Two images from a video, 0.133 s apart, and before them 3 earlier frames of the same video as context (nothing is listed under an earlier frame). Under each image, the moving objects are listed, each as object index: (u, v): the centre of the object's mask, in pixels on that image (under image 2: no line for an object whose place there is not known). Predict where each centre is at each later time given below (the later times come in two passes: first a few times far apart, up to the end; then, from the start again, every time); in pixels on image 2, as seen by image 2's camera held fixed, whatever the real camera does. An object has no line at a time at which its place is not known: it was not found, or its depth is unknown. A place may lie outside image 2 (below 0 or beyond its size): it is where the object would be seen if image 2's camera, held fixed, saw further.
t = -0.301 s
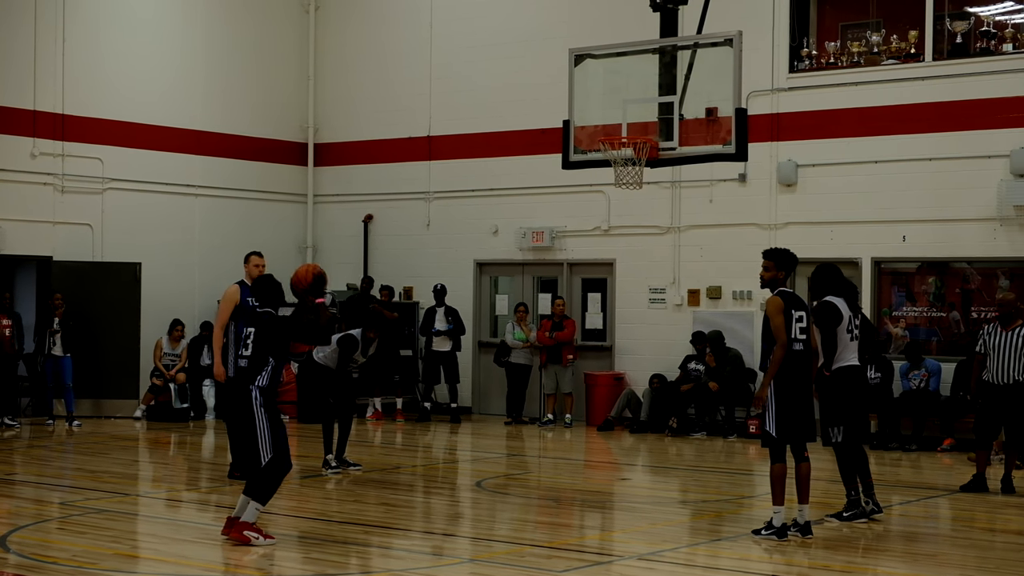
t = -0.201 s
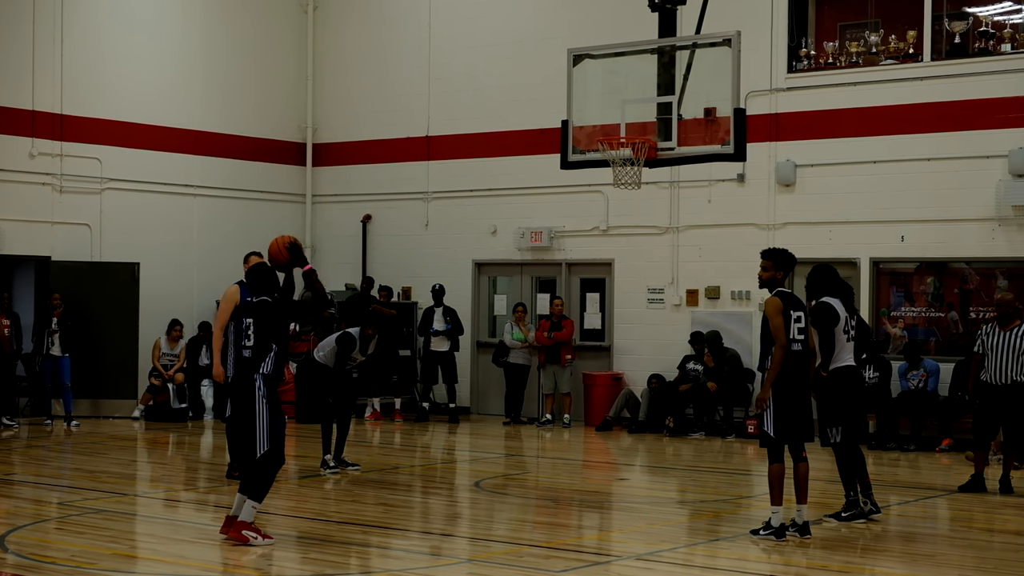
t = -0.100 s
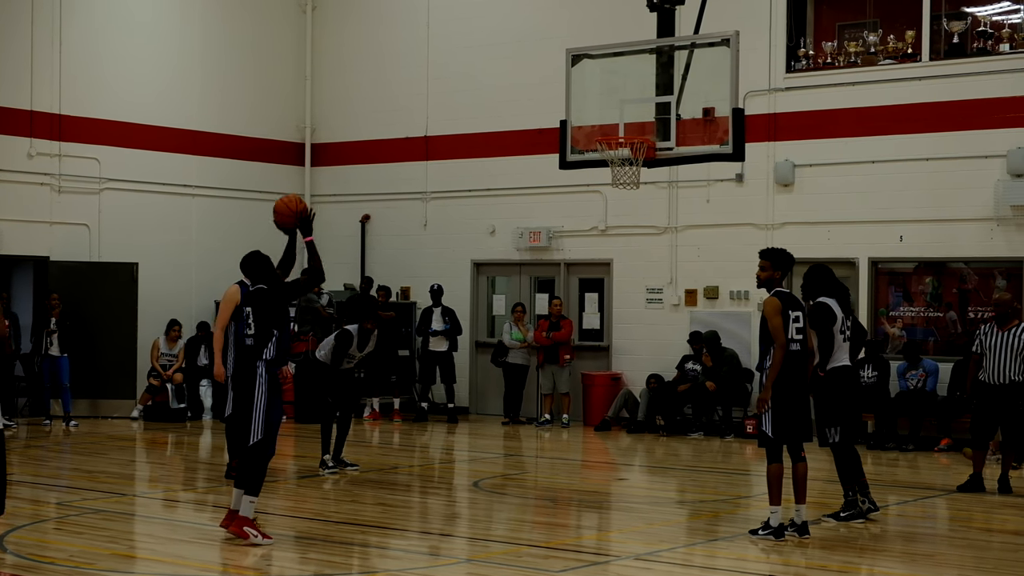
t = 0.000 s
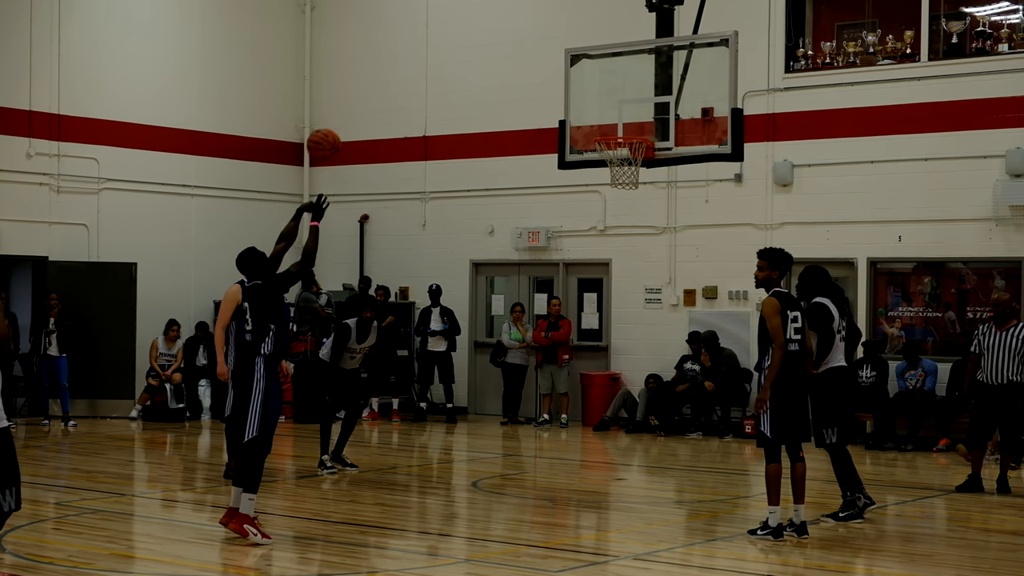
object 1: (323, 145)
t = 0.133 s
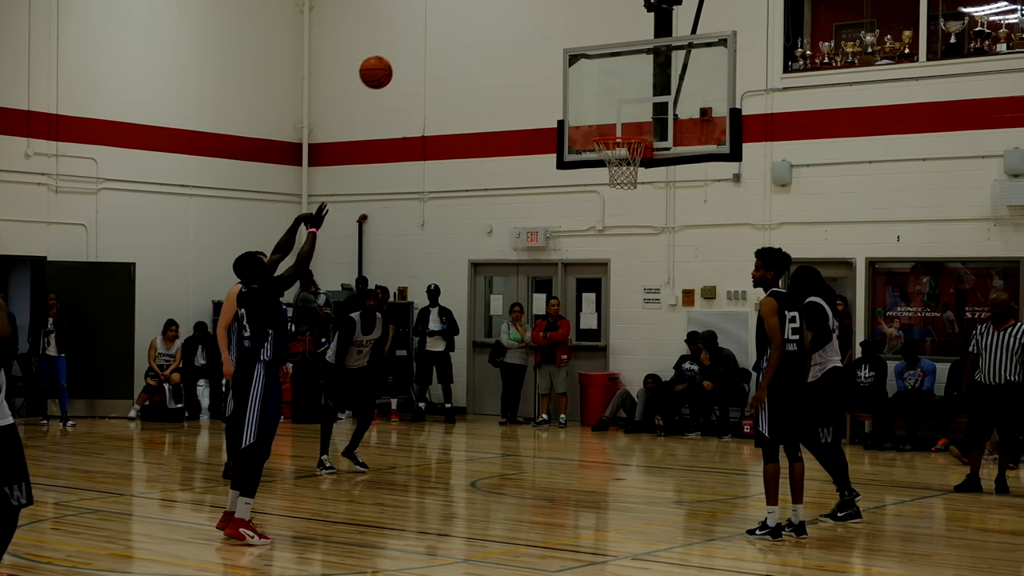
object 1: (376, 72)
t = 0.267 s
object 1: (424, 27)
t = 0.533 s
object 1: (510, 9)
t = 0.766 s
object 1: (575, 60)
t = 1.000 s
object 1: (621, 152)
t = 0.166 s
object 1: (388, 58)
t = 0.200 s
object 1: (400, 46)
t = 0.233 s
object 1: (412, 36)
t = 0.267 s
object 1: (424, 27)
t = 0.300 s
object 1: (436, 20)
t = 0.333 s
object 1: (447, 14)
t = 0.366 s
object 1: (458, 10)
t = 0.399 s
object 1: (469, 8)
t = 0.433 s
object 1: (479, 7)
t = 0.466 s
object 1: (490, 7)
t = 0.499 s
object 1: (500, 7)
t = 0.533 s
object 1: (510, 9)
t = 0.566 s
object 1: (520, 13)
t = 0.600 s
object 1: (529, 18)
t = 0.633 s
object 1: (539, 24)
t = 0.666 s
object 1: (548, 31)
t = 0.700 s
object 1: (557, 40)
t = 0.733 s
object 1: (566, 50)
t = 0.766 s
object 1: (575, 60)
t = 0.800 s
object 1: (584, 73)
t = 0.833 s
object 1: (592, 86)
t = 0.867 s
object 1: (600, 99)
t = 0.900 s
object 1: (609, 114)
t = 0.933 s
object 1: (618, 127)
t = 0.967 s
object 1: (621, 146)
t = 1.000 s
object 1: (621, 152)
